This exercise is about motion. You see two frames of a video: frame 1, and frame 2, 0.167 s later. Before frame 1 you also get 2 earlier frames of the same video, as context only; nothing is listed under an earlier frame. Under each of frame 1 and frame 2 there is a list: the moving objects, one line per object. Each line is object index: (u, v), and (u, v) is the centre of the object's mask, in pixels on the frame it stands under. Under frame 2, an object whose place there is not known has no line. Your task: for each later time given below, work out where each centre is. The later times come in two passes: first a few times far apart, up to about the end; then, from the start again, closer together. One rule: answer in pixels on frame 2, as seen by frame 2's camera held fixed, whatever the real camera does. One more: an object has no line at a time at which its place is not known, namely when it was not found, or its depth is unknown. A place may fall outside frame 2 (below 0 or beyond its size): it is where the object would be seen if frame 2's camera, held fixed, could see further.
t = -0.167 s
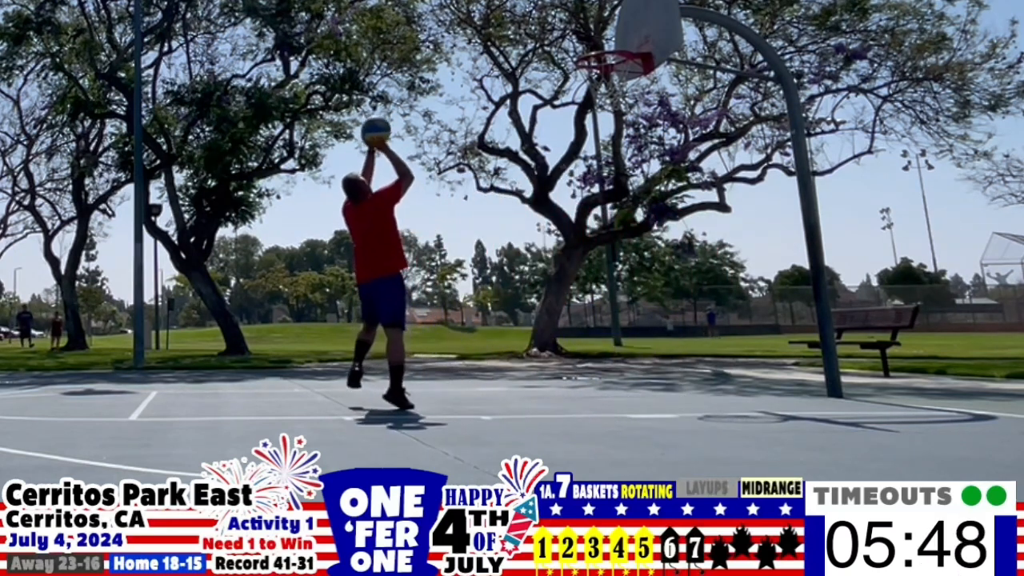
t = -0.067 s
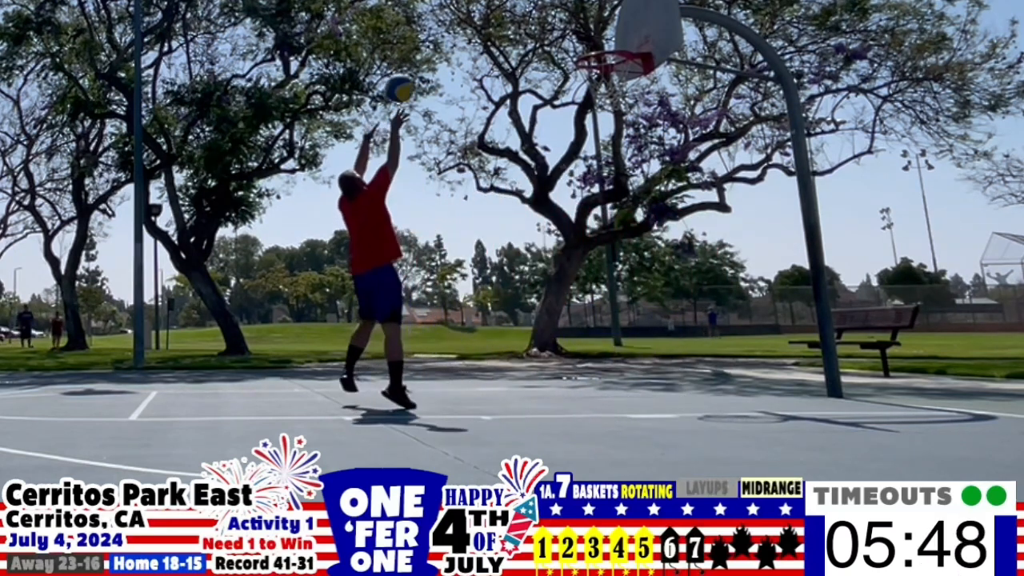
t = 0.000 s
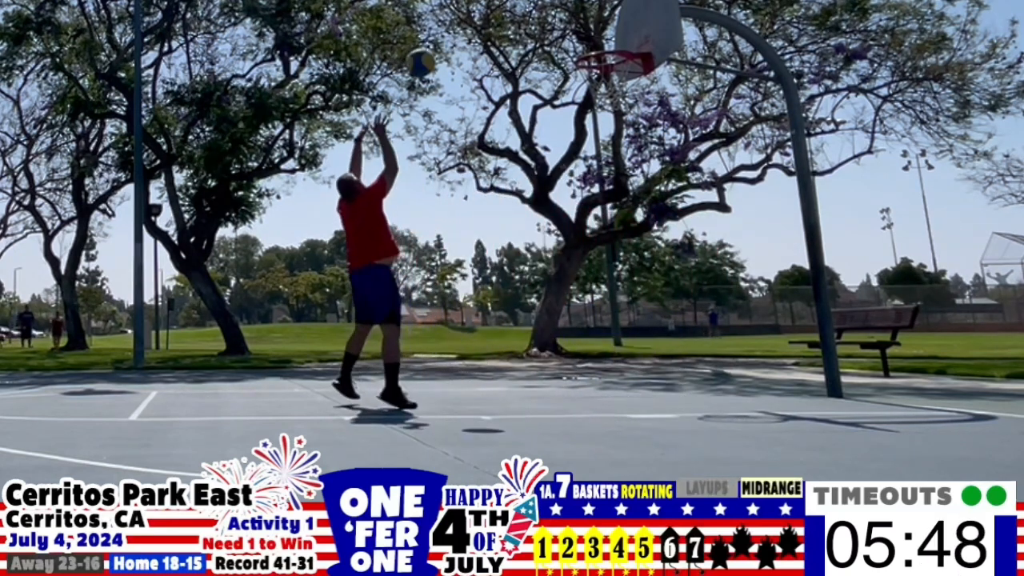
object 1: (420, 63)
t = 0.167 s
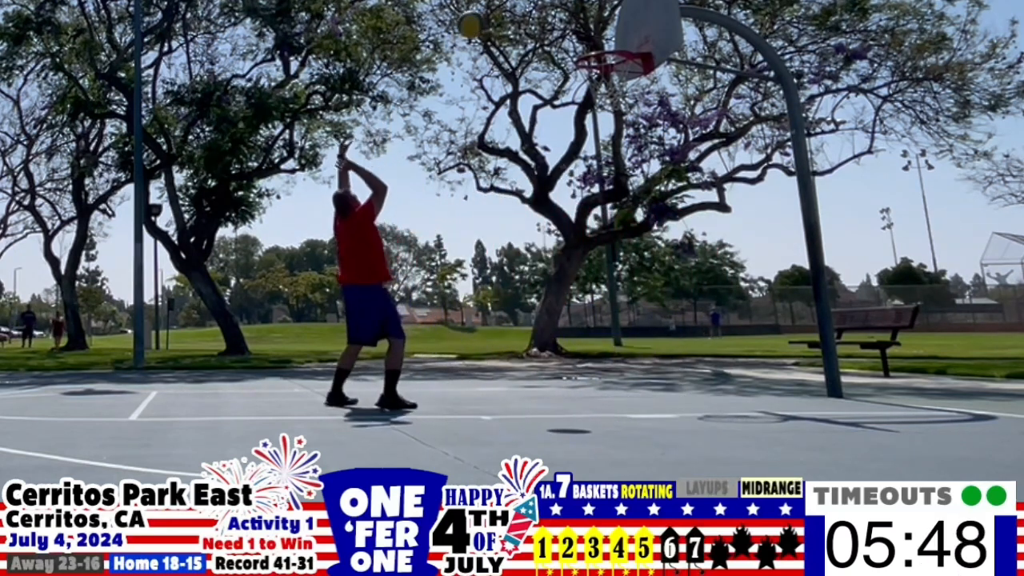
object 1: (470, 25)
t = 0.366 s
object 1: (530, 20)
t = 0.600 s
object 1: (598, 58)
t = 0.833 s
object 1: (598, 86)
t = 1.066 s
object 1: (590, 104)
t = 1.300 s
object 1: (602, 157)
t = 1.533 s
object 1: (622, 267)
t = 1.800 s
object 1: (636, 327)
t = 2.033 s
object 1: (635, 233)
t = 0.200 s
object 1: (481, 22)
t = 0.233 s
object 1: (492, 20)
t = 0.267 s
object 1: (500, 17)
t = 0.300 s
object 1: (511, 17)
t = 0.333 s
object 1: (520, 17)
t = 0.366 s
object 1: (530, 20)
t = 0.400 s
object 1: (540, 23)
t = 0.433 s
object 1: (550, 26)
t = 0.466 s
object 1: (559, 32)
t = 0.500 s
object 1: (568, 38)
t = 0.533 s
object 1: (580, 47)
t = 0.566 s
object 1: (588, 50)
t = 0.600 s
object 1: (598, 58)
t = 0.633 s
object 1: (606, 66)
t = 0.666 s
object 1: (611, 65)
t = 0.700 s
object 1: (612, 66)
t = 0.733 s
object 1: (614, 67)
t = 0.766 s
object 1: (609, 73)
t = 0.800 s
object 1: (603, 78)
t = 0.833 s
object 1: (598, 86)
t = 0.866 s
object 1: (593, 91)
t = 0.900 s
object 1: (589, 94)
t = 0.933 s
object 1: (586, 96)
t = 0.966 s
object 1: (586, 98)
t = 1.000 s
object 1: (587, 100)
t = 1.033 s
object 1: (588, 101)
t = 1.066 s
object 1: (590, 104)
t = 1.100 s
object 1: (592, 108)
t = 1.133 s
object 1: (593, 113)
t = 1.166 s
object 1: (595, 120)
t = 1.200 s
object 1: (597, 127)
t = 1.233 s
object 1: (599, 137)
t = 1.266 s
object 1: (601, 146)
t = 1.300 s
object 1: (602, 157)
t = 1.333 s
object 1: (605, 169)
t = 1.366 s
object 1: (607, 181)
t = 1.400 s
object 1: (611, 197)
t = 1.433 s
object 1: (614, 211)
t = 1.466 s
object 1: (616, 230)
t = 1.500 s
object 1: (619, 248)
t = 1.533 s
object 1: (622, 267)
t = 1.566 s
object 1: (626, 288)
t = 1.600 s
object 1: (628, 310)
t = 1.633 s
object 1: (630, 333)
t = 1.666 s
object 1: (634, 357)
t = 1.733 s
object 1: (638, 366)
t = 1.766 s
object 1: (637, 346)
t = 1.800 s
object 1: (636, 327)
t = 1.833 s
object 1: (636, 309)
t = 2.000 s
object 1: (636, 243)
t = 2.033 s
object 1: (635, 233)
